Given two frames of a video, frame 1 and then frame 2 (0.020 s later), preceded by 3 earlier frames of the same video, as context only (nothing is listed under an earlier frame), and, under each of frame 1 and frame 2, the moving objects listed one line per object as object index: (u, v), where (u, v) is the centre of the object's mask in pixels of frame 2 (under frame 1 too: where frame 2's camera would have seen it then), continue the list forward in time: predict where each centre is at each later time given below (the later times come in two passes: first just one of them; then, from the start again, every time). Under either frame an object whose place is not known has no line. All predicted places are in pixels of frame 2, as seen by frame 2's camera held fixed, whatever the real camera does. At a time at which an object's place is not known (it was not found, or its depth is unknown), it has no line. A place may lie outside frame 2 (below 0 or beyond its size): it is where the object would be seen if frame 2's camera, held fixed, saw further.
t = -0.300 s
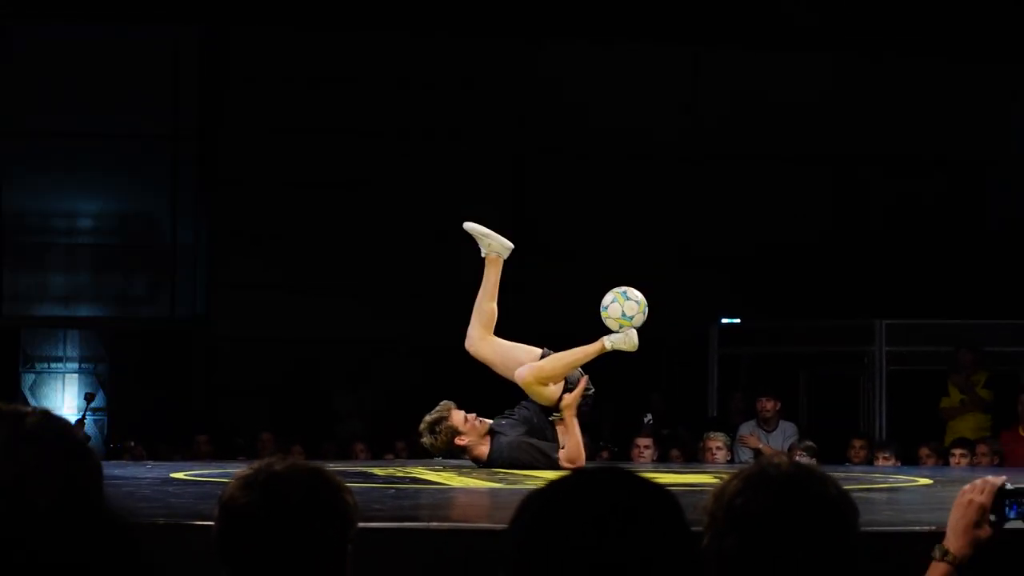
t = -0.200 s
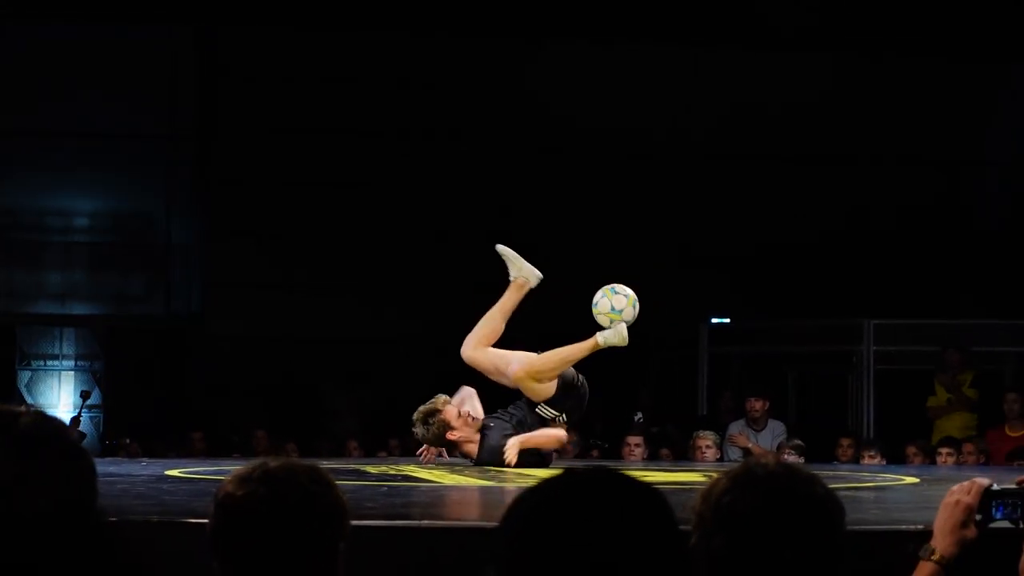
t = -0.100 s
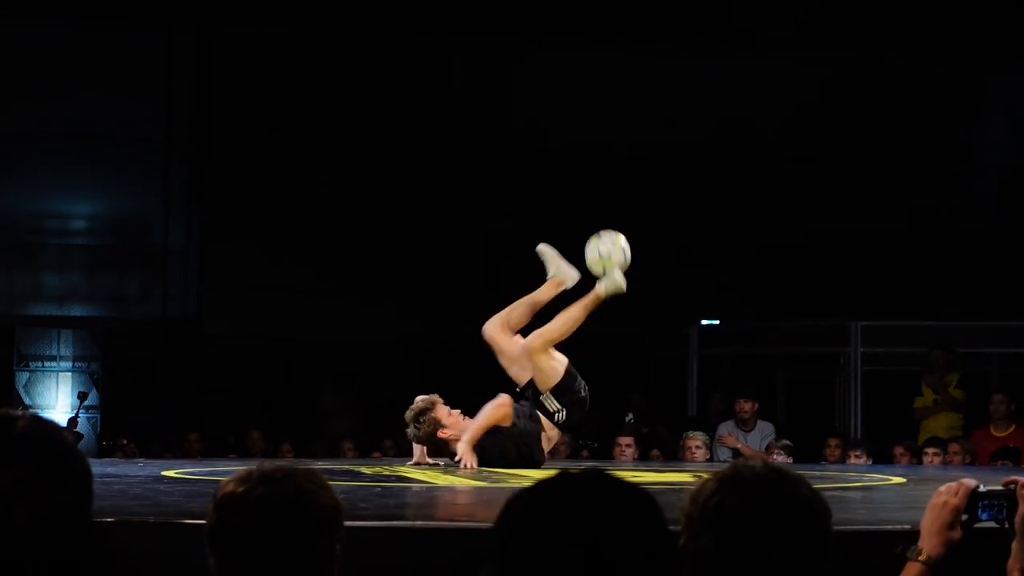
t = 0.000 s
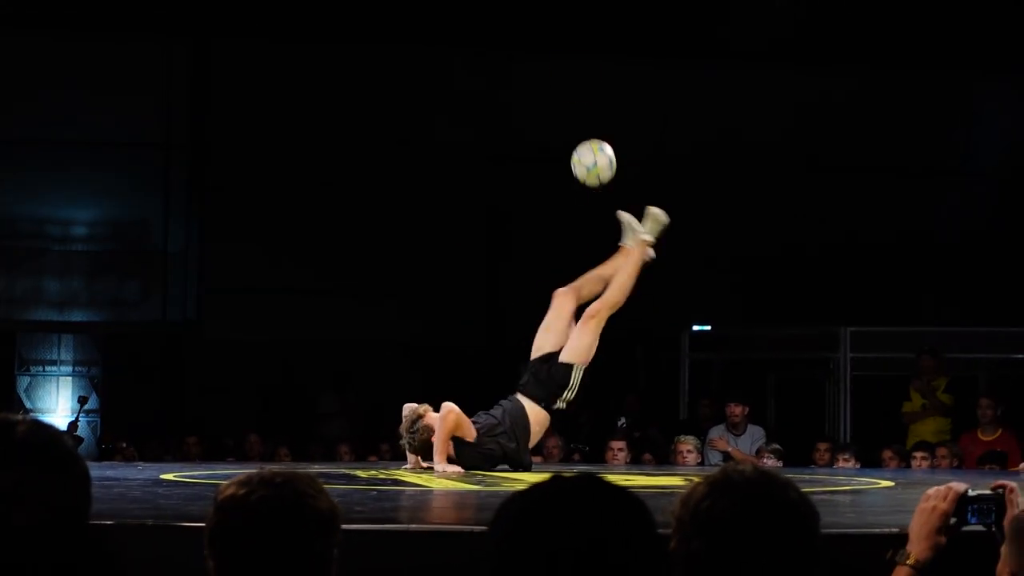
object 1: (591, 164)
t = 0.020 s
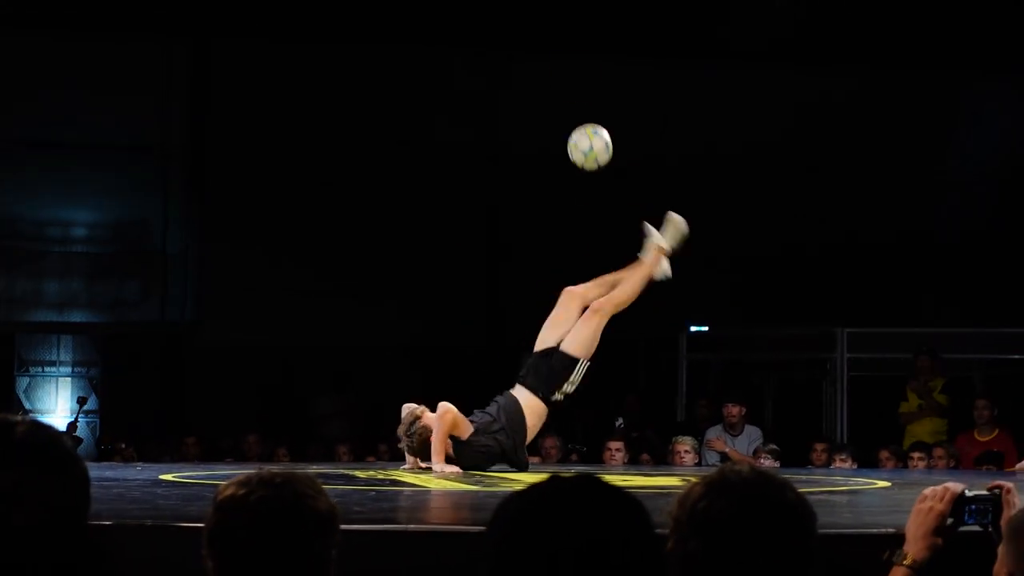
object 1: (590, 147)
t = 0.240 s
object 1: (576, 16)
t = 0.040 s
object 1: (588, 131)
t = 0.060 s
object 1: (587, 116)
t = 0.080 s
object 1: (586, 102)
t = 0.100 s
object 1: (584, 88)
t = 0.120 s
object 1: (583, 75)
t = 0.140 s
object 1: (582, 63)
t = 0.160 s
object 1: (581, 52)
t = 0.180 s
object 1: (579, 42)
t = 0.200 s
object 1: (578, 32)
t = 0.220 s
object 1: (577, 24)
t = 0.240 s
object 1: (576, 16)
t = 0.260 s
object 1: (574, 10)
